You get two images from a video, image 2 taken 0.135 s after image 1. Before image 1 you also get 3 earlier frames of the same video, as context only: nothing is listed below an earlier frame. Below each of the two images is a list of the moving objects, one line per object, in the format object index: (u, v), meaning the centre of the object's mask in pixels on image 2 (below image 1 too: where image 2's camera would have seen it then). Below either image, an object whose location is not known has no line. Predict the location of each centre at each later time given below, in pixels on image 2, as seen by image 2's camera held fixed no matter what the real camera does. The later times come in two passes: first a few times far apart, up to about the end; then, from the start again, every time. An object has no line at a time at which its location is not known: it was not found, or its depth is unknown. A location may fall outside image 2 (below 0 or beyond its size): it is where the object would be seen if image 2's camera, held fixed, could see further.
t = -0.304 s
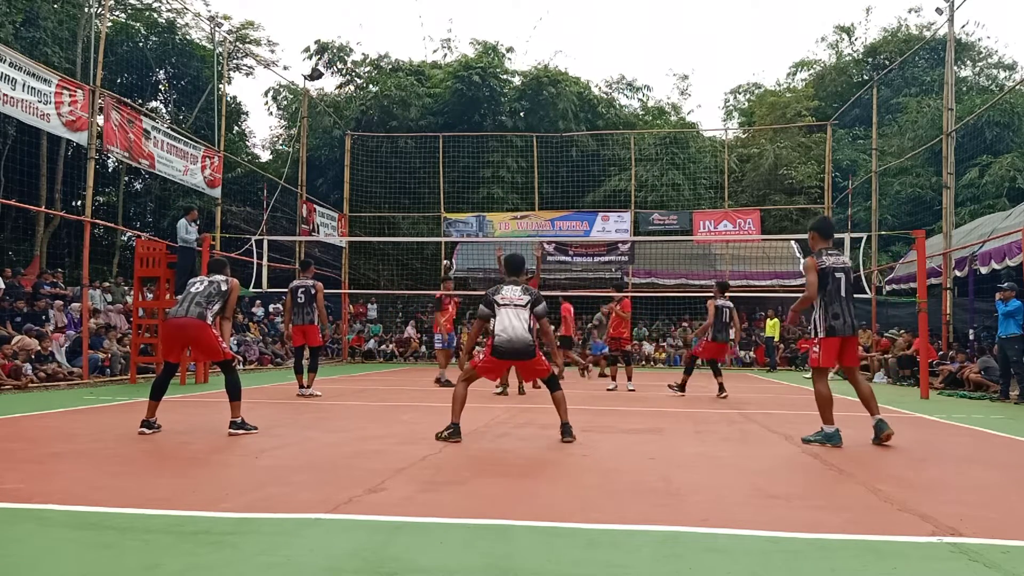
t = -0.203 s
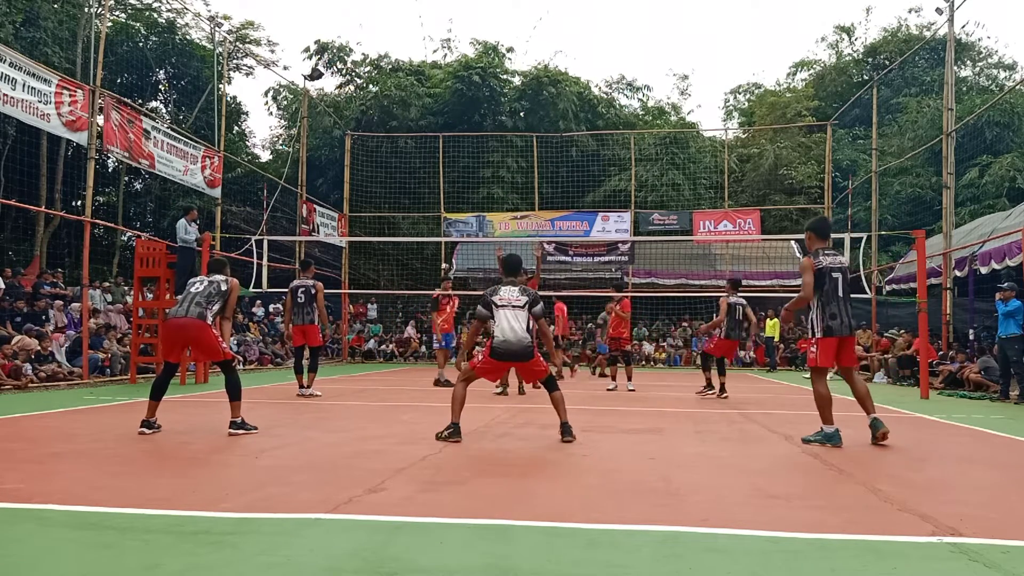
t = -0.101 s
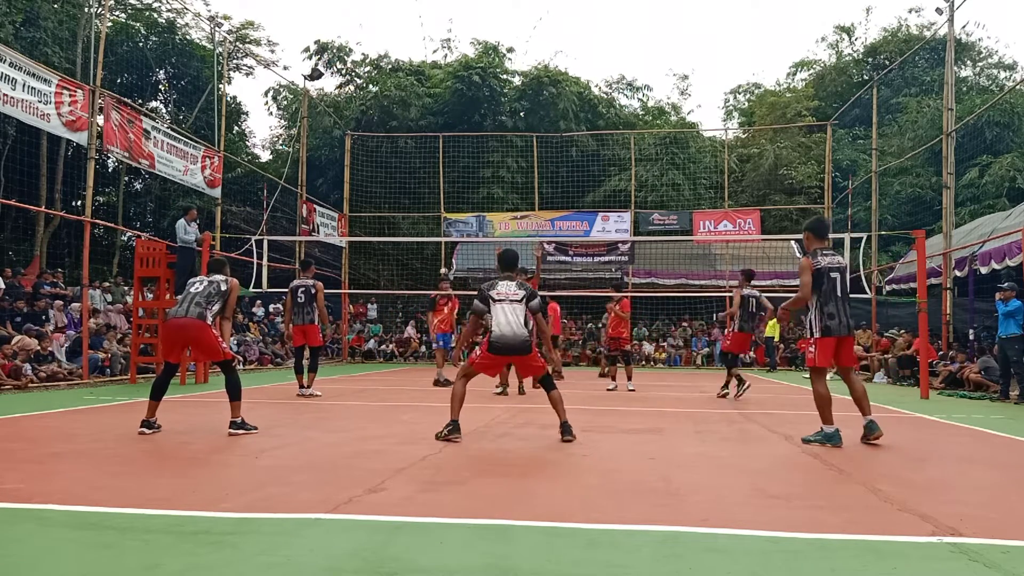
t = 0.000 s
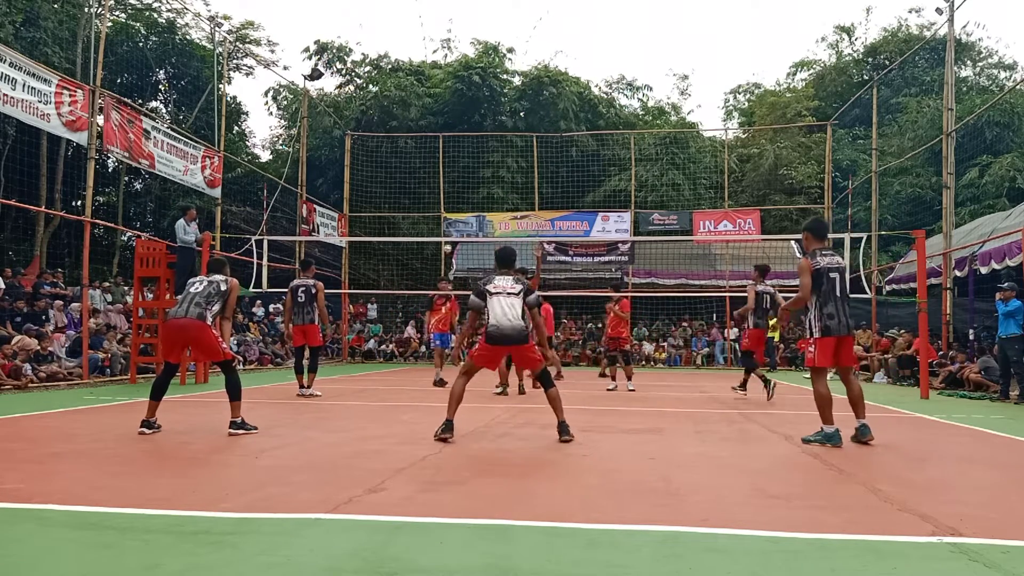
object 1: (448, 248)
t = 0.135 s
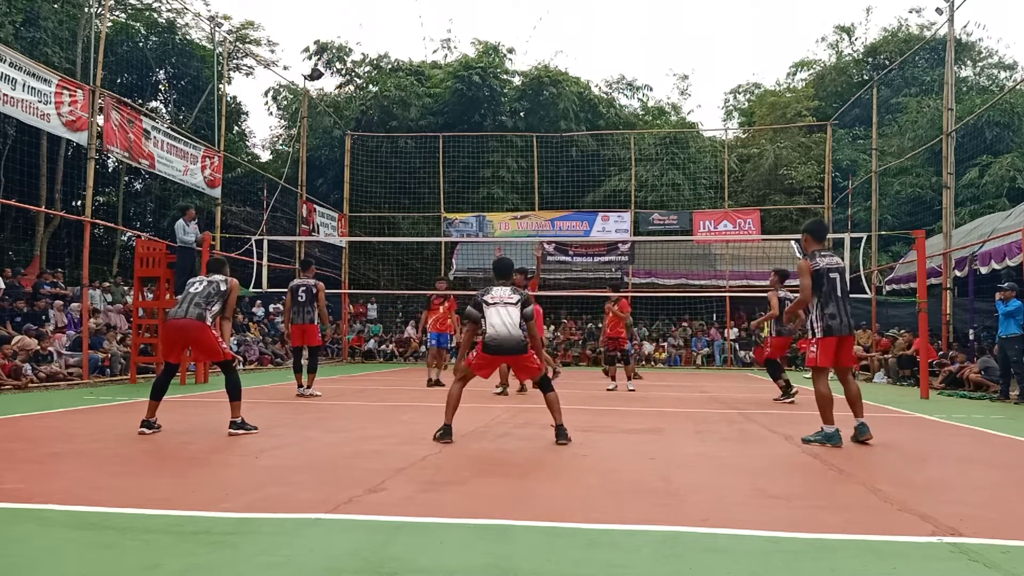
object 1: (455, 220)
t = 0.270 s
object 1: (465, 194)
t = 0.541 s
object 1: (497, 153)
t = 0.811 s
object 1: (554, 145)
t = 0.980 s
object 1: (605, 178)
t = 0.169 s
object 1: (456, 212)
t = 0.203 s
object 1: (459, 206)
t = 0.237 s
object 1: (462, 200)
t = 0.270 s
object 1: (465, 194)
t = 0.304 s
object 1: (468, 187)
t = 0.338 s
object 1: (471, 182)
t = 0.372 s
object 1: (475, 176)
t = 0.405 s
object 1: (479, 171)
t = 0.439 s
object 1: (484, 165)
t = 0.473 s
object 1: (488, 161)
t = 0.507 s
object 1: (493, 157)
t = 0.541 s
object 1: (497, 153)
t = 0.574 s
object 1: (503, 150)
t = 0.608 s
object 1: (509, 147)
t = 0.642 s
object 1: (515, 144)
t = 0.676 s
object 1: (521, 143)
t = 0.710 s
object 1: (528, 142)
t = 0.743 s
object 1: (537, 141)
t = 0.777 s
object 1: (545, 143)
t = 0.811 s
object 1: (554, 145)
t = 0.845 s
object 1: (563, 148)
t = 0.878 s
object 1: (573, 153)
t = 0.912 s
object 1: (583, 160)
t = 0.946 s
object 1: (594, 167)
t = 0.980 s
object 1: (605, 178)
